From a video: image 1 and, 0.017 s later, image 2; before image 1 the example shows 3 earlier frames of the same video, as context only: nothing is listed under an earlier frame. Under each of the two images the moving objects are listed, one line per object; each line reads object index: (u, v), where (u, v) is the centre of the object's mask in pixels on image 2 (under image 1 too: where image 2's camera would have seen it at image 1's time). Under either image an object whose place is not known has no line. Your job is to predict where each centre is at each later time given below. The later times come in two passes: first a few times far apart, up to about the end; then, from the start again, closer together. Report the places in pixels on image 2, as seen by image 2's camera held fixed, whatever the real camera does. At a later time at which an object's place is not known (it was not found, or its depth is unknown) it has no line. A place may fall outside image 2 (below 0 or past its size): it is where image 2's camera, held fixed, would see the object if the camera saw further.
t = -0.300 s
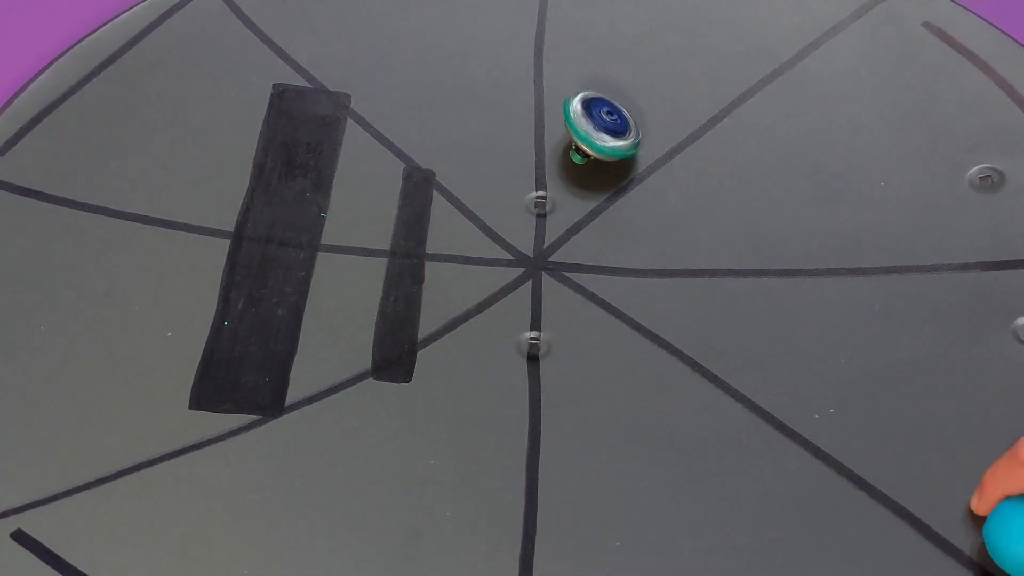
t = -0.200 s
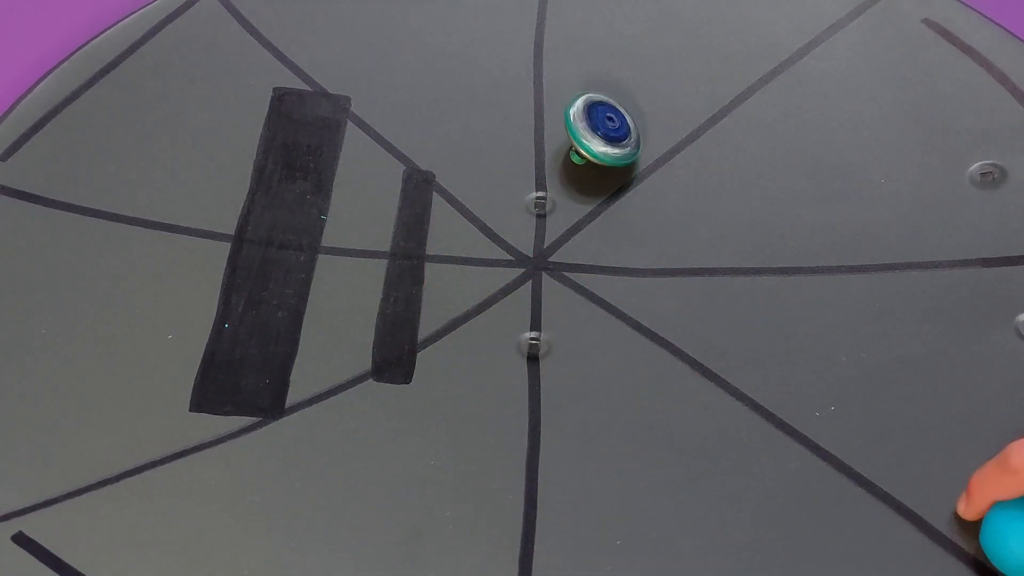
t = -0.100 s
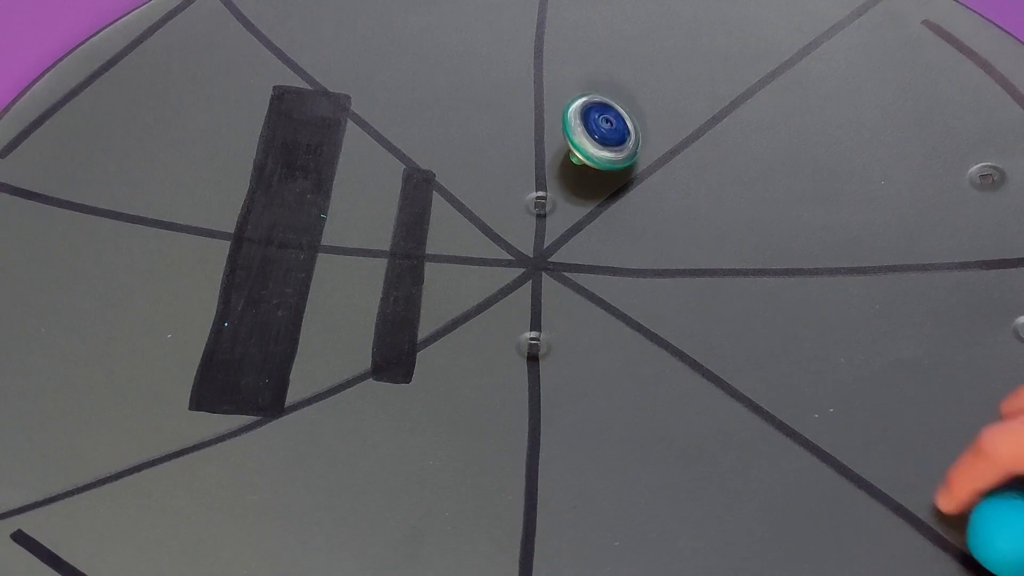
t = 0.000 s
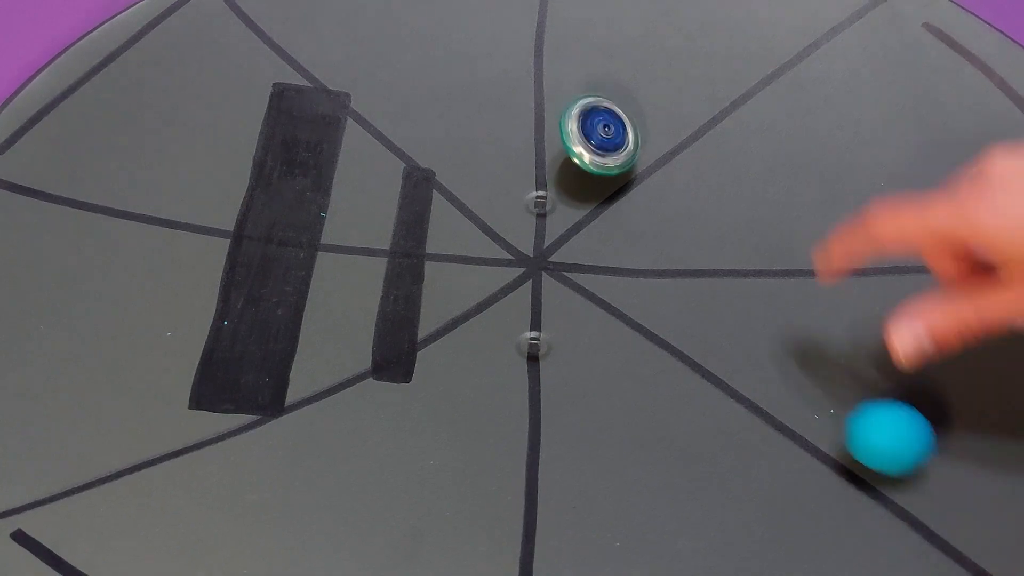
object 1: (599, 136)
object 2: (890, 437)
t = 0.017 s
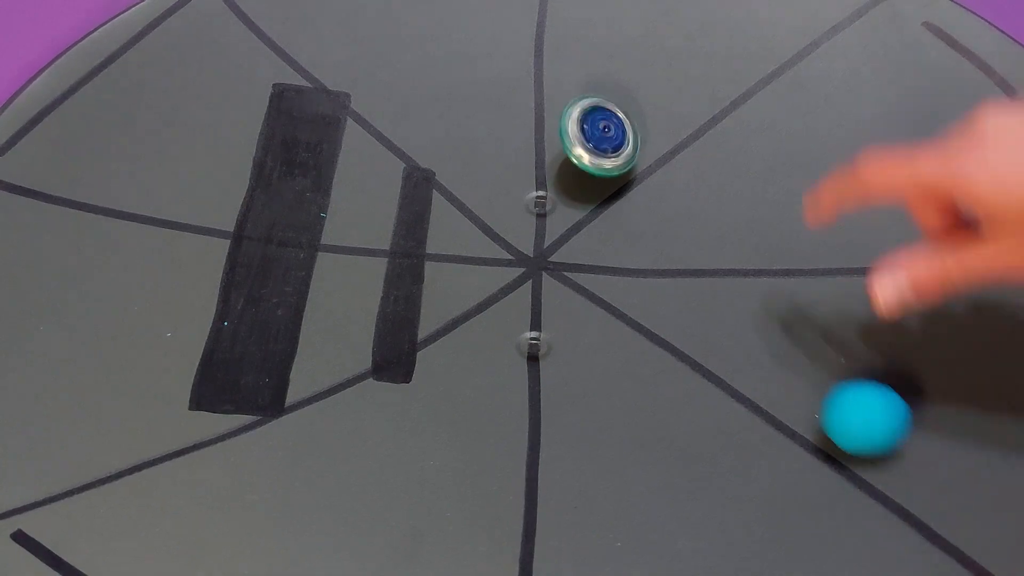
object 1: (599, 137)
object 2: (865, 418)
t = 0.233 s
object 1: (596, 127)
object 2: (614, 193)
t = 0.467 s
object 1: (628, 65)
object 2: (360, 262)
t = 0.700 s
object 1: (596, 49)
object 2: (230, 307)
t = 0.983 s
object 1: (603, 56)
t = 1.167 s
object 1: (596, 88)
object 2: (369, 324)
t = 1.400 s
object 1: (557, 175)
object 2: (503, 283)
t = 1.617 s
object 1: (561, 228)
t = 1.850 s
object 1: (549, 241)
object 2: (592, 285)
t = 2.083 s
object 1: (526, 259)
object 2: (571, 301)
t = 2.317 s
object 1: (500, 246)
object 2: (541, 300)
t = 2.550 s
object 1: (473, 228)
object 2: (541, 305)
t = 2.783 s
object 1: (480, 213)
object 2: (542, 306)
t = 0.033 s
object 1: (598, 137)
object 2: (843, 395)
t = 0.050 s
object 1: (598, 137)
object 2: (820, 370)
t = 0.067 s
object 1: (598, 137)
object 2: (798, 350)
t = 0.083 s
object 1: (598, 138)
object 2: (777, 331)
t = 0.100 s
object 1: (598, 138)
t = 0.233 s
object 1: (596, 127)
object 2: (614, 193)
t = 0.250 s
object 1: (600, 115)
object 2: (593, 204)
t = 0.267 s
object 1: (605, 102)
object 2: (573, 213)
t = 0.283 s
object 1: (610, 94)
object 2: (553, 220)
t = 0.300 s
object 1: (615, 85)
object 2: (534, 222)
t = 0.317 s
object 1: (620, 79)
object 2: (513, 226)
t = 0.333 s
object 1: (624, 72)
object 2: (492, 233)
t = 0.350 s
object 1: (627, 67)
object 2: (474, 235)
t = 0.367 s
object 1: (629, 64)
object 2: (456, 239)
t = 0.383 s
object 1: (630, 62)
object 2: (438, 247)
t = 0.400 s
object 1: (630, 61)
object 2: (422, 248)
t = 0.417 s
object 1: (631, 62)
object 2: (406, 249)
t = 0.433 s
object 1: (631, 63)
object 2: (392, 254)
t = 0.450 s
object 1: (630, 63)
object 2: (375, 260)
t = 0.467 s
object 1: (628, 65)
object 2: (360, 262)
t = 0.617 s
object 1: (601, 55)
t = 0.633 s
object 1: (599, 53)
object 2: (251, 298)
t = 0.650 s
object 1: (599, 51)
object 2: (245, 300)
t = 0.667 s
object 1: (597, 51)
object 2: (239, 304)
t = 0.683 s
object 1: (597, 49)
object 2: (234, 306)
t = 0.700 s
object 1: (596, 49)
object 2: (230, 307)
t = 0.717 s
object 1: (596, 50)
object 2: (226, 309)
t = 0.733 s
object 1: (596, 49)
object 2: (223, 312)
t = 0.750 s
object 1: (595, 49)
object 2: (223, 315)
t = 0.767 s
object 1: (596, 48)
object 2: (222, 317)
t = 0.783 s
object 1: (596, 48)
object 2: (221, 319)
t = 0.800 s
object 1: (597, 49)
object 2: (223, 322)
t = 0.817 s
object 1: (598, 49)
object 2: (223, 322)
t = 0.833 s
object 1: (600, 49)
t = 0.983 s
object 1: (603, 56)
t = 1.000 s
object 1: (603, 58)
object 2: (280, 329)
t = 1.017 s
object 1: (602, 59)
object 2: (287, 329)
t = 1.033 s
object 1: (602, 61)
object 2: (294, 330)
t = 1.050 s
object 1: (601, 60)
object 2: (304, 331)
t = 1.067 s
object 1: (601, 59)
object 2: (314, 330)
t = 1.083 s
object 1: (601, 62)
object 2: (323, 330)
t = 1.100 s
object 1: (601, 69)
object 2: (332, 329)
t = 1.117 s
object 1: (600, 78)
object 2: (341, 328)
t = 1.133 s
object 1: (599, 78)
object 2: (350, 326)
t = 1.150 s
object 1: (598, 81)
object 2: (359, 325)
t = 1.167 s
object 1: (596, 88)
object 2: (369, 324)
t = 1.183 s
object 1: (595, 95)
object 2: (378, 324)
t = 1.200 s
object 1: (593, 97)
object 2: (388, 324)
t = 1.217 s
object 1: (590, 103)
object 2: (399, 323)
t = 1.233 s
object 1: (588, 112)
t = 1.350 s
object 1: (567, 153)
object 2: (480, 296)
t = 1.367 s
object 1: (564, 162)
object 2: (488, 292)
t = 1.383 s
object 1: (560, 170)
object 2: (496, 288)
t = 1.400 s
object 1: (557, 175)
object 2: (503, 283)
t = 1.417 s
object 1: (556, 182)
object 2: (510, 279)
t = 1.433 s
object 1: (553, 190)
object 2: (517, 274)
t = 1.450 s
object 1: (551, 192)
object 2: (524, 269)
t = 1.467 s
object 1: (549, 195)
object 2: (531, 264)
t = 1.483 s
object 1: (548, 203)
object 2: (537, 263)
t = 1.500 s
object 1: (549, 205)
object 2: (539, 267)
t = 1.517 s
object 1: (553, 211)
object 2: (541, 272)
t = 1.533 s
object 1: (555, 217)
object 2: (544, 276)
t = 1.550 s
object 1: (556, 218)
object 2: (546, 280)
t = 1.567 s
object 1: (557, 220)
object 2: (548, 283)
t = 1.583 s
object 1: (559, 224)
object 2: (551, 285)
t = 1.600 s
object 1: (558, 223)
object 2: (553, 287)
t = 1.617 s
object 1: (561, 228)
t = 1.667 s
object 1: (558, 232)
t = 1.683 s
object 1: (557, 233)
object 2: (564, 288)
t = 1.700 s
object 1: (556, 233)
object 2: (566, 287)
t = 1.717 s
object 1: (554, 233)
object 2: (569, 286)
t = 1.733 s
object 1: (554, 235)
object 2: (572, 286)
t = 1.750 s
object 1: (553, 236)
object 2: (575, 287)
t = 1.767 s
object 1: (552, 232)
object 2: (579, 288)
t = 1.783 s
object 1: (551, 235)
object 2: (582, 288)
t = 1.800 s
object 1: (550, 237)
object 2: (585, 287)
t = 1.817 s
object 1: (549, 240)
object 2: (588, 287)
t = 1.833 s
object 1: (549, 239)
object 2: (590, 286)
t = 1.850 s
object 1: (549, 241)
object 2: (592, 285)
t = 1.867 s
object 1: (549, 246)
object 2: (593, 284)
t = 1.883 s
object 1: (548, 253)
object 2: (593, 285)
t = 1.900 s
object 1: (547, 251)
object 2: (592, 289)
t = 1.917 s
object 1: (546, 250)
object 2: (591, 293)
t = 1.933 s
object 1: (545, 250)
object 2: (589, 296)
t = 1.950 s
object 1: (543, 250)
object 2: (587, 299)
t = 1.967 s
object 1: (541, 247)
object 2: (585, 301)
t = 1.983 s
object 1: (540, 250)
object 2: (583, 303)
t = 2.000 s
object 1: (538, 255)
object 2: (581, 303)
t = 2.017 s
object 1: (536, 254)
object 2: (579, 304)
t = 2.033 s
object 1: (533, 255)
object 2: (577, 304)
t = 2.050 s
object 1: (530, 258)
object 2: (575, 303)
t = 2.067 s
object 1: (528, 258)
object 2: (573, 302)
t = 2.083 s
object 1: (526, 259)
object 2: (571, 301)
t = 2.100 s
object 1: (525, 258)
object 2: (570, 300)
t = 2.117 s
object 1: (523, 255)
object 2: (568, 300)
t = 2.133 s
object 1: (521, 255)
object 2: (566, 300)
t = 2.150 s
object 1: (519, 255)
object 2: (565, 300)
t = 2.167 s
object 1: (517, 253)
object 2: (563, 300)
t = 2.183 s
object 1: (515, 254)
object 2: (561, 299)
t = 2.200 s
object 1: (513, 254)
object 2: (559, 298)
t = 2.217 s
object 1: (511, 251)
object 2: (557, 298)
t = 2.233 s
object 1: (508, 251)
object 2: (554, 298)
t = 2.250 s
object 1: (506, 252)
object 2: (552, 298)
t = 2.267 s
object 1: (506, 249)
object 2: (549, 298)
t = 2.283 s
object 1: (504, 248)
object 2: (546, 298)
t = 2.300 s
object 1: (502, 249)
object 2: (544, 299)
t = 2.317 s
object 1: (500, 246)
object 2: (541, 300)
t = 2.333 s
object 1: (497, 246)
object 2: (539, 300)
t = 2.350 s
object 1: (496, 245)
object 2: (538, 301)
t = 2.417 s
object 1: (486, 241)
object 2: (537, 307)
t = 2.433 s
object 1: (483, 239)
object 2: (538, 308)
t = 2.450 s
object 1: (481, 236)
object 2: (539, 308)
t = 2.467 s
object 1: (479, 234)
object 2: (539, 308)
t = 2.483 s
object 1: (477, 234)
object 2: (540, 308)
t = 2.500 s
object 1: (475, 234)
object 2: (540, 307)
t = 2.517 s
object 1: (476, 232)
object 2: (540, 306)
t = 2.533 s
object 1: (475, 229)
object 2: (541, 305)
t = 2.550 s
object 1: (473, 228)
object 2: (541, 305)
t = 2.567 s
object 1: (473, 230)
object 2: (542, 305)
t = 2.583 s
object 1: (473, 227)
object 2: (543, 305)
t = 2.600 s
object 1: (474, 226)
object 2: (543, 305)
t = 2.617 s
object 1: (476, 224)
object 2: (543, 305)
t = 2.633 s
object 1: (475, 221)
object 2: (543, 305)
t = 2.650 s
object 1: (475, 219)
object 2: (543, 306)
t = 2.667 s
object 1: (476, 220)
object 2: (543, 306)
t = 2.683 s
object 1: (476, 220)
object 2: (542, 306)
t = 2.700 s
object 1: (476, 219)
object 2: (542, 306)
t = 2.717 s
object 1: (477, 218)
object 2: (542, 306)
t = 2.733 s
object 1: (477, 217)
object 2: (542, 306)
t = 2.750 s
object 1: (478, 216)
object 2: (542, 306)
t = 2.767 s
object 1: (479, 214)
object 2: (542, 306)
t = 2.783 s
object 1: (480, 213)
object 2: (542, 306)
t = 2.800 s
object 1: (481, 211)
